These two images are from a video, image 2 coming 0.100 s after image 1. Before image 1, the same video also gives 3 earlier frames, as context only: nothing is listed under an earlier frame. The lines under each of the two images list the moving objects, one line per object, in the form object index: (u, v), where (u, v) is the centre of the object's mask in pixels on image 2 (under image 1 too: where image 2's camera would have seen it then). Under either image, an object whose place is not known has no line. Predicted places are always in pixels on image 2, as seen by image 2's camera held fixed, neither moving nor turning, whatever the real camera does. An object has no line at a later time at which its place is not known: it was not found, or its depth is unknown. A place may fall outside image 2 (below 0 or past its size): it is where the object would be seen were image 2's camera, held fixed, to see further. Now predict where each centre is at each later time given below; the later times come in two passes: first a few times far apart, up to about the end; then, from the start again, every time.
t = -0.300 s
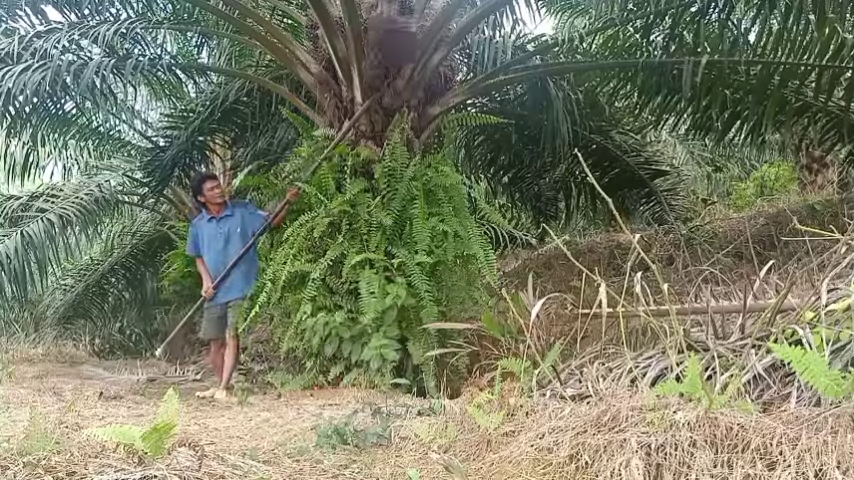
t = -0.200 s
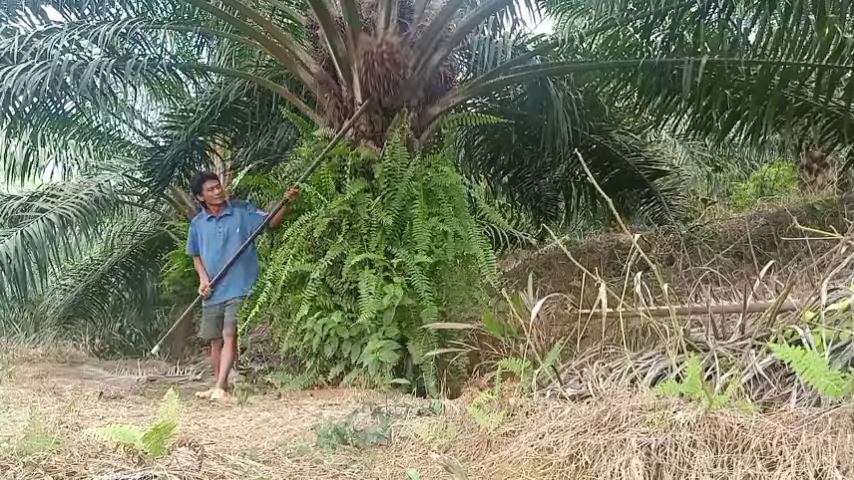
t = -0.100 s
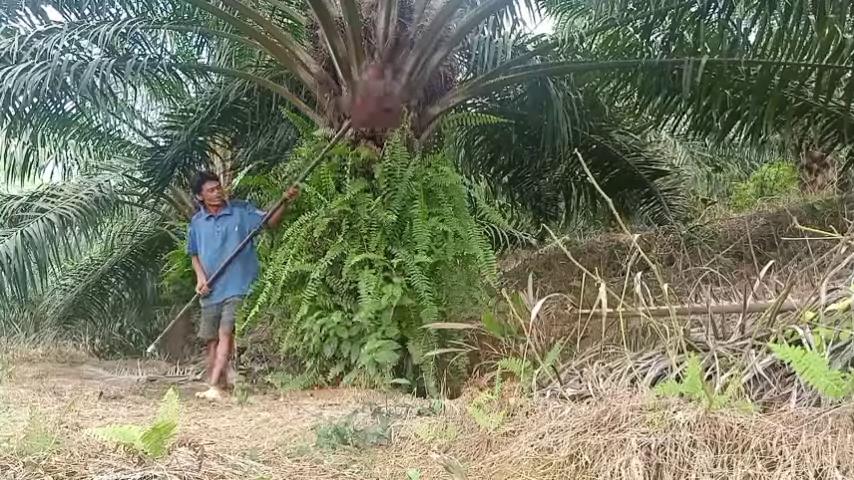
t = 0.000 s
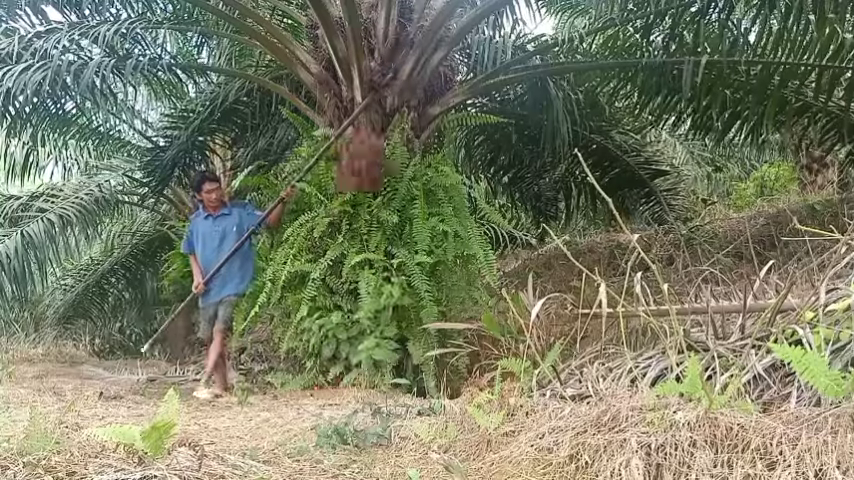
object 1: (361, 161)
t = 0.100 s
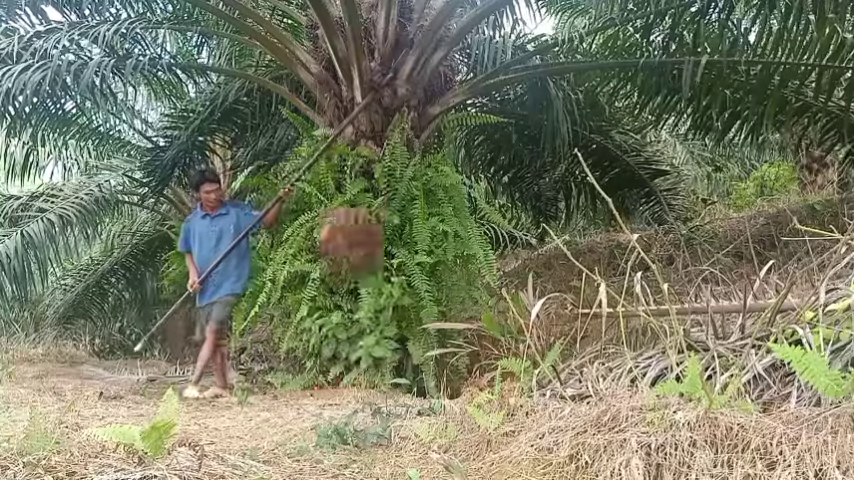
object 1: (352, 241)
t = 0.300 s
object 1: (335, 357)
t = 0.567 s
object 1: (339, 357)
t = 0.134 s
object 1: (346, 272)
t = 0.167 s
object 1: (342, 305)
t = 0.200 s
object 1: (333, 341)
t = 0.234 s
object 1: (333, 363)
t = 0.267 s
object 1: (331, 359)
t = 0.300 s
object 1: (335, 357)
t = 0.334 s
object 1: (333, 355)
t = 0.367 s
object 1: (335, 351)
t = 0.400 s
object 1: (335, 351)
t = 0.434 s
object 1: (336, 351)
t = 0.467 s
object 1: (337, 351)
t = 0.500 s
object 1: (338, 353)
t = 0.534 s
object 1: (338, 356)
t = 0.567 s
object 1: (339, 357)
